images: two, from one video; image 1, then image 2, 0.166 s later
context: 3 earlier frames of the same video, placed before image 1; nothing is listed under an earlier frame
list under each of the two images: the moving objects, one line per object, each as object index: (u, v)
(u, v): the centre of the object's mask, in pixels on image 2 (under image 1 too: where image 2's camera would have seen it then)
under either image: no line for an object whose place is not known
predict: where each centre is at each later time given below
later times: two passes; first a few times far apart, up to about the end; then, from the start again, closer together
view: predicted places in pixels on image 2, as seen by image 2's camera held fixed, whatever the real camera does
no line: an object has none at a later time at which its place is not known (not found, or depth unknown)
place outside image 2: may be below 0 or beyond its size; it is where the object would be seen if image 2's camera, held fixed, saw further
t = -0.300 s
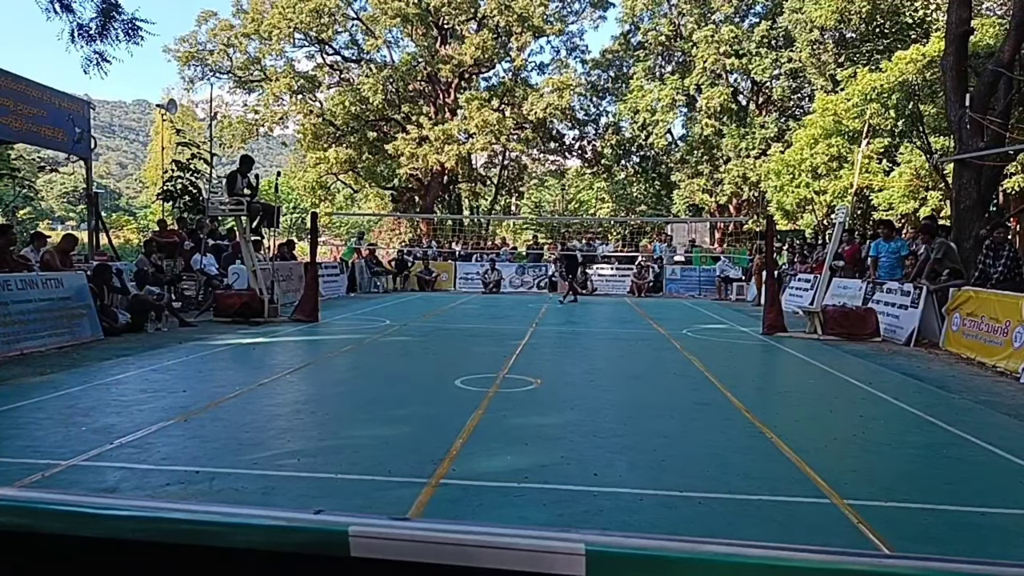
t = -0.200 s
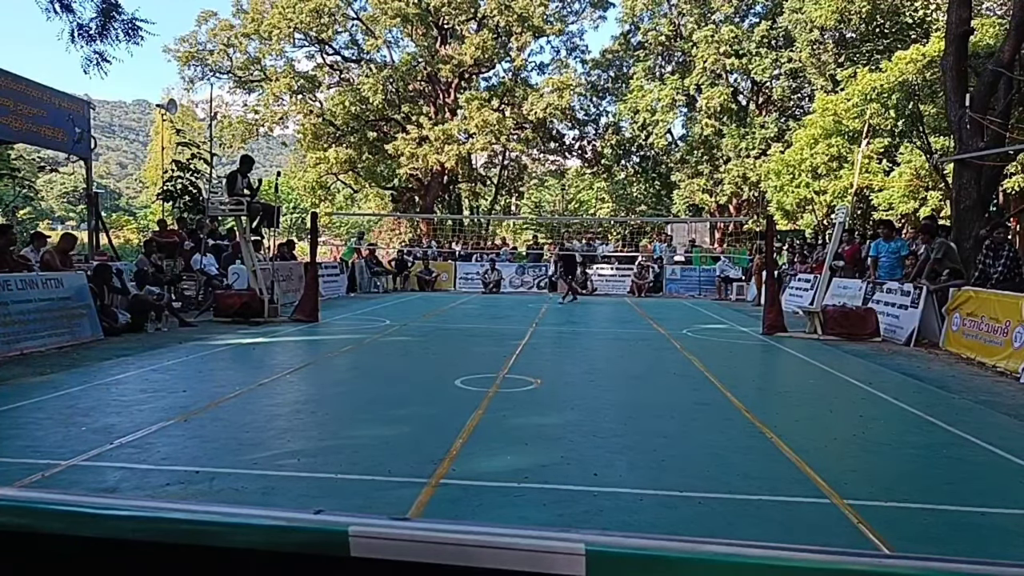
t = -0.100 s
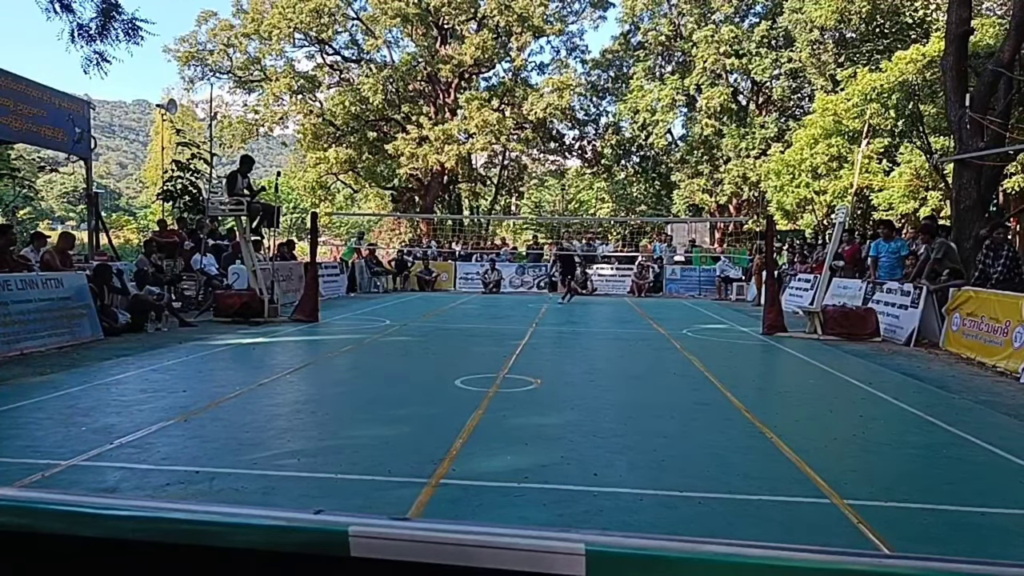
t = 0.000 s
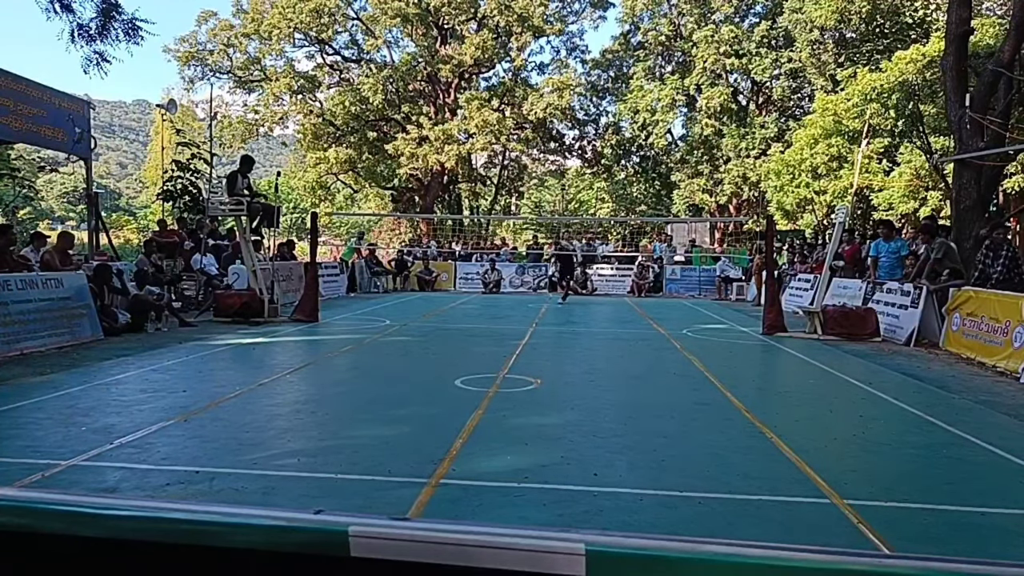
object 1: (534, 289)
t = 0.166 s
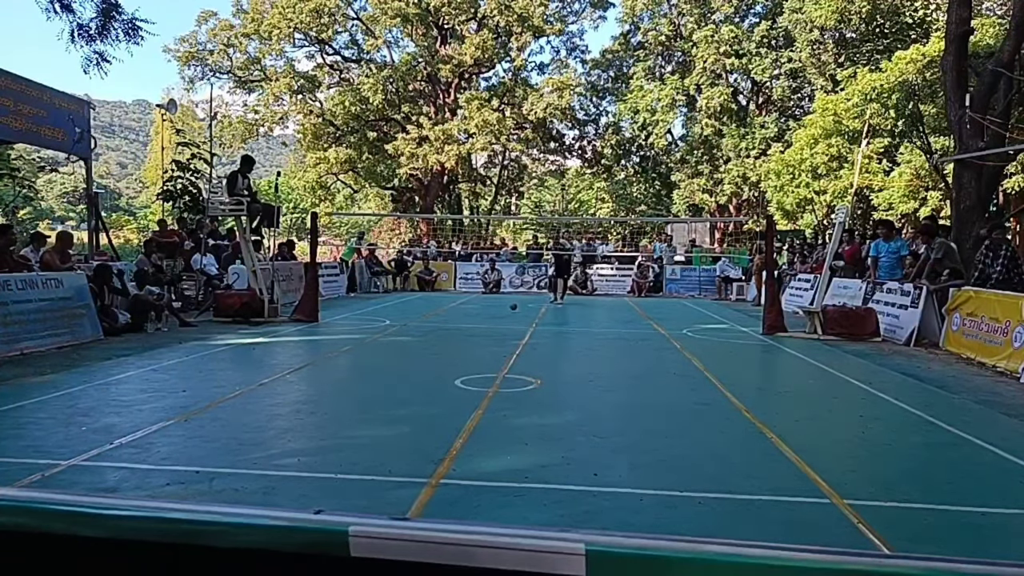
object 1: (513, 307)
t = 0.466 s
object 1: (478, 311)
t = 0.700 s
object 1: (447, 318)
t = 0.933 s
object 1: (411, 333)
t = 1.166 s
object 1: (362, 344)
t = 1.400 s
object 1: (301, 357)
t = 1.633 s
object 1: (222, 375)
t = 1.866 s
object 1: (114, 399)
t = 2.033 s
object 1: (12, 422)
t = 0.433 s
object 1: (482, 308)
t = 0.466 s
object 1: (478, 311)
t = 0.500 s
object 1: (473, 315)
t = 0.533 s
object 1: (469, 319)
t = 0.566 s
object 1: (465, 317)
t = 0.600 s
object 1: (461, 316)
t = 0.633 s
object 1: (456, 316)
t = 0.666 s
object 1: (452, 316)
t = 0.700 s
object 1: (447, 318)
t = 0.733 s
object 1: (442, 320)
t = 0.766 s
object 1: (437, 324)
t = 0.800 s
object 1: (432, 328)
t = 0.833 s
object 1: (426, 328)
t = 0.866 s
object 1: (421, 329)
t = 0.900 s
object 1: (415, 331)
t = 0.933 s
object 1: (411, 333)
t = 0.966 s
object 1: (403, 333)
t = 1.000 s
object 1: (397, 335)
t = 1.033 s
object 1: (391, 337)
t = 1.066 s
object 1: (384, 339)
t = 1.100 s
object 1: (377, 340)
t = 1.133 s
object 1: (370, 342)
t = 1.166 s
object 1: (362, 344)
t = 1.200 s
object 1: (354, 345)
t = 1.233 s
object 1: (346, 347)
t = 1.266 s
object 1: (338, 348)
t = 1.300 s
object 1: (329, 350)
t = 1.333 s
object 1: (320, 352)
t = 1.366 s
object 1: (311, 354)
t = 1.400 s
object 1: (301, 357)
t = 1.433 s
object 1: (291, 359)
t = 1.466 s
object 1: (281, 362)
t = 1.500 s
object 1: (270, 364)
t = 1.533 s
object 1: (259, 367)
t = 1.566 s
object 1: (247, 370)
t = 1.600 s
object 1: (235, 372)
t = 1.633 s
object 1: (222, 375)
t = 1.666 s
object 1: (209, 378)
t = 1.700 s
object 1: (195, 381)
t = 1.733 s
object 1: (181, 384)
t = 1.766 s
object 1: (166, 387)
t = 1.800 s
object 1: (150, 391)
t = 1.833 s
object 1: (132, 395)
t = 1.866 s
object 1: (114, 399)
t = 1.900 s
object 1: (96, 403)
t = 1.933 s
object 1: (76, 408)
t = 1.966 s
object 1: (55, 412)
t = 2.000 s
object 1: (34, 417)
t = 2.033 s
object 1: (12, 422)
